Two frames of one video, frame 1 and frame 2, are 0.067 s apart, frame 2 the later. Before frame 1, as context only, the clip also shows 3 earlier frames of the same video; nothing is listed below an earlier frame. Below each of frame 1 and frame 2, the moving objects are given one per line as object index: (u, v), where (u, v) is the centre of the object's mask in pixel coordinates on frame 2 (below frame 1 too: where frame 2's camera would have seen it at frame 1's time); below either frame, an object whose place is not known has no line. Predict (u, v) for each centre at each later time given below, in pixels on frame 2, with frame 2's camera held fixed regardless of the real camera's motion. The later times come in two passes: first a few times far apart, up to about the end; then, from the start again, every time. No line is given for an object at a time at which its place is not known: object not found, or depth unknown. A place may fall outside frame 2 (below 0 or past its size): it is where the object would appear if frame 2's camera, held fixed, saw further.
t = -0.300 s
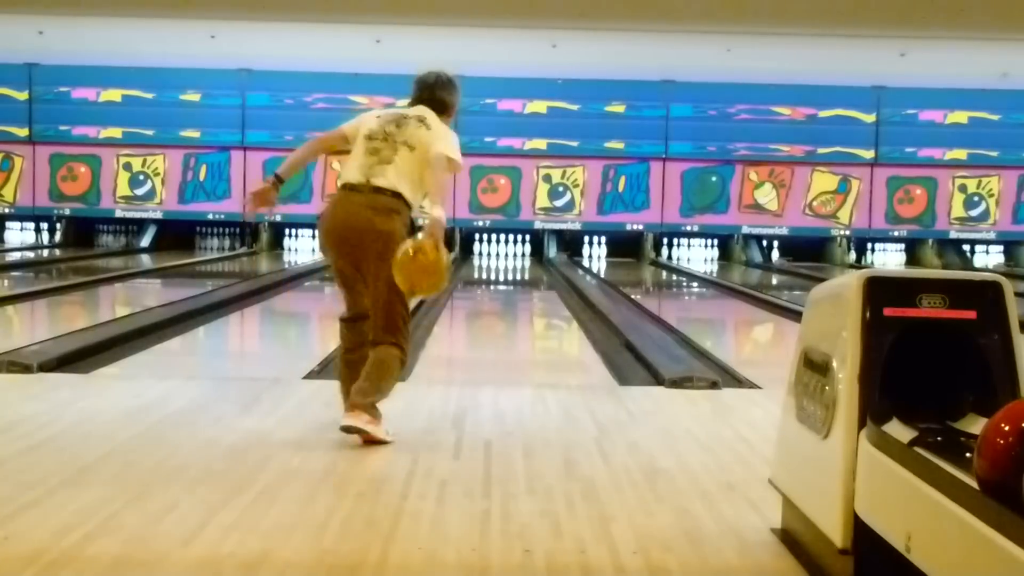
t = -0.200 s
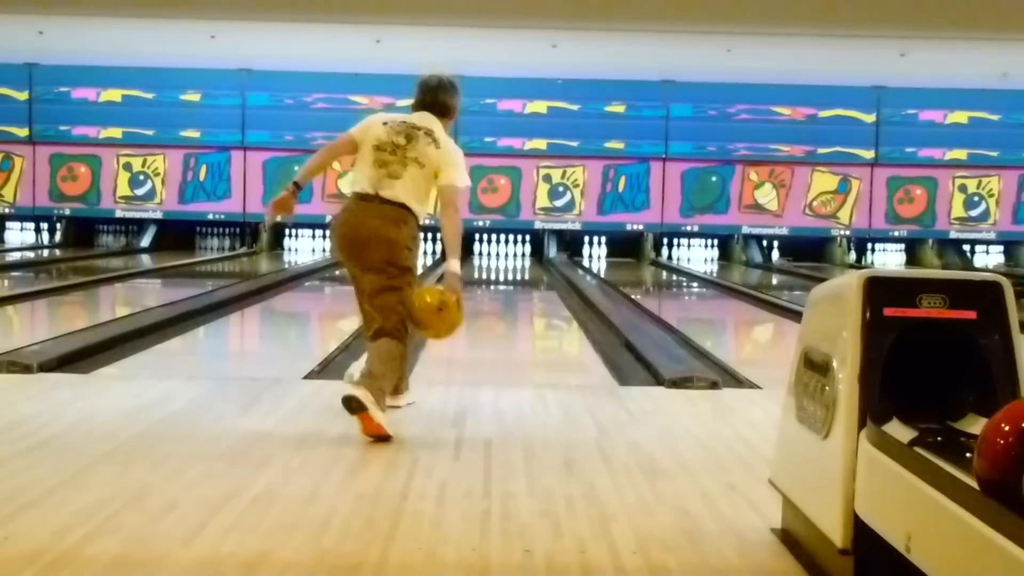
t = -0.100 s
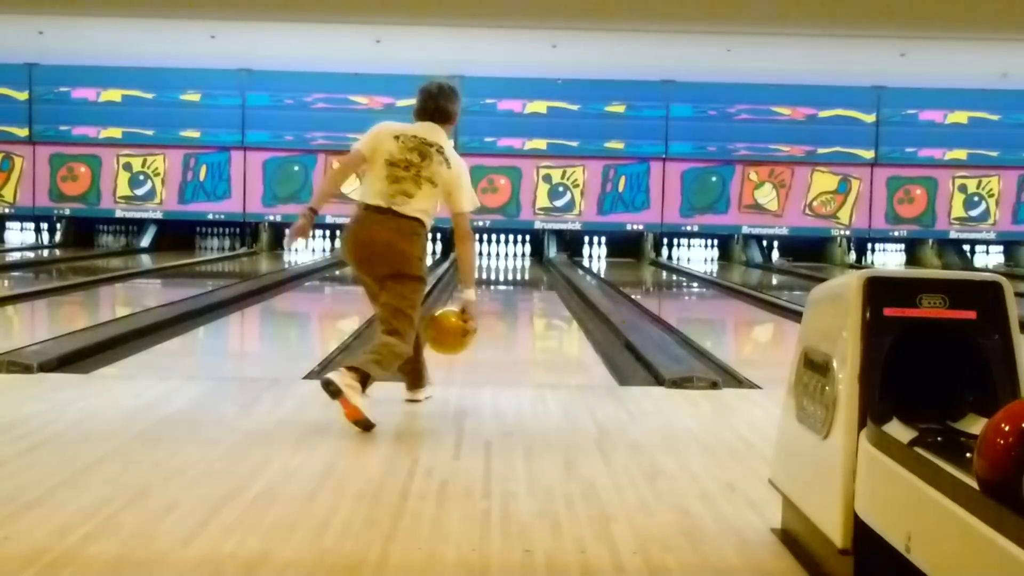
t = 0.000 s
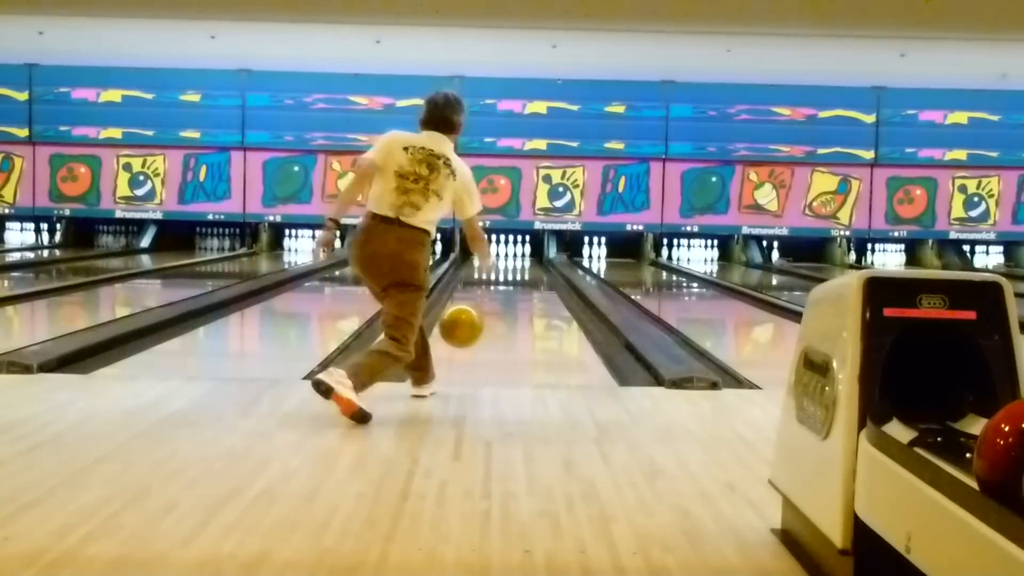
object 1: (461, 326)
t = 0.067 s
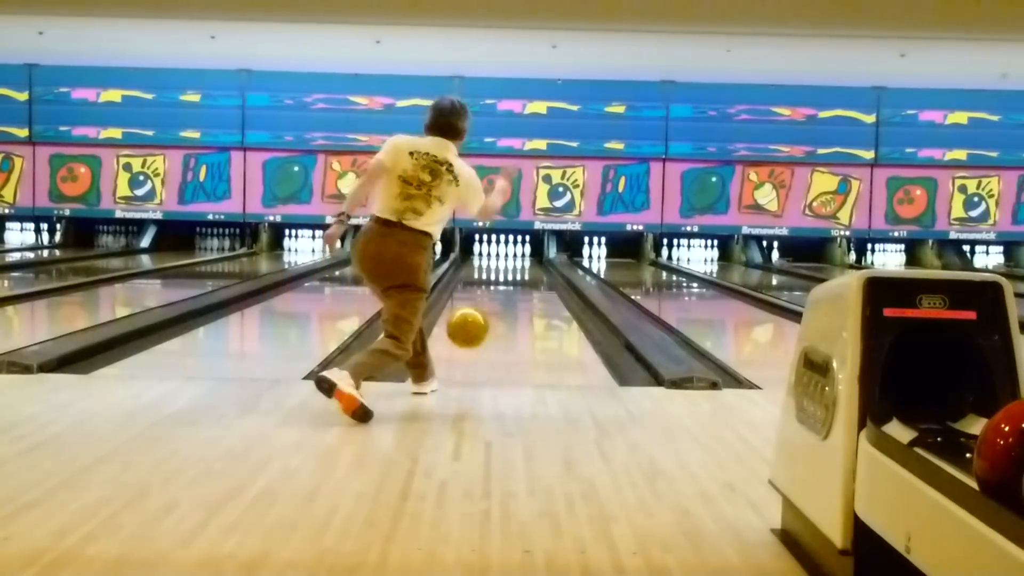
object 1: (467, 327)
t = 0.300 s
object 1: (485, 336)
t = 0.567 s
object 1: (499, 314)
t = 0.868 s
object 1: (509, 299)
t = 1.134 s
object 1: (515, 289)
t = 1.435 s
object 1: (522, 281)
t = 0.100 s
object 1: (471, 331)
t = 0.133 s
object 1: (473, 338)
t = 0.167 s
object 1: (475, 346)
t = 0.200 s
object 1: (478, 346)
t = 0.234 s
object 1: (480, 342)
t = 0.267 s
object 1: (483, 339)
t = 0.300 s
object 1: (485, 336)
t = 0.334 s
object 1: (487, 333)
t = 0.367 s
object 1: (489, 331)
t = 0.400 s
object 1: (490, 328)
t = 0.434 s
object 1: (493, 324)
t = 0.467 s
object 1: (494, 321)
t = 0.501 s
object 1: (496, 319)
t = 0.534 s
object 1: (497, 318)
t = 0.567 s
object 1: (499, 314)
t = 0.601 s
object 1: (500, 312)
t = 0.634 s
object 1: (502, 311)
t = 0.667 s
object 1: (503, 309)
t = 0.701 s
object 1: (504, 307)
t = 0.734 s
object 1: (505, 306)
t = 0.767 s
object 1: (506, 304)
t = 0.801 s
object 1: (507, 303)
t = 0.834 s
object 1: (508, 301)
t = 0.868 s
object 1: (509, 299)
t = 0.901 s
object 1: (510, 298)
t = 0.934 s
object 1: (511, 297)
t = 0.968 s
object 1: (512, 295)
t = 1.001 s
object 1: (512, 294)
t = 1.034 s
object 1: (513, 293)
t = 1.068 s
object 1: (513, 292)
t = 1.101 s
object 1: (514, 291)
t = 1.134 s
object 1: (515, 289)
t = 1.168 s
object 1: (515, 288)
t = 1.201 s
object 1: (516, 287)
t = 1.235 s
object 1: (516, 287)
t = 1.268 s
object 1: (515, 287)
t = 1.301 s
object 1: (518, 289)
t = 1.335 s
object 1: (525, 281)
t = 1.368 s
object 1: (525, 280)
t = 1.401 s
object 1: (523, 282)
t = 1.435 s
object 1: (522, 281)
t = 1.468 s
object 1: (521, 280)
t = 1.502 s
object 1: (521, 279)
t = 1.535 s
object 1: (521, 279)
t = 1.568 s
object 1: (522, 278)
